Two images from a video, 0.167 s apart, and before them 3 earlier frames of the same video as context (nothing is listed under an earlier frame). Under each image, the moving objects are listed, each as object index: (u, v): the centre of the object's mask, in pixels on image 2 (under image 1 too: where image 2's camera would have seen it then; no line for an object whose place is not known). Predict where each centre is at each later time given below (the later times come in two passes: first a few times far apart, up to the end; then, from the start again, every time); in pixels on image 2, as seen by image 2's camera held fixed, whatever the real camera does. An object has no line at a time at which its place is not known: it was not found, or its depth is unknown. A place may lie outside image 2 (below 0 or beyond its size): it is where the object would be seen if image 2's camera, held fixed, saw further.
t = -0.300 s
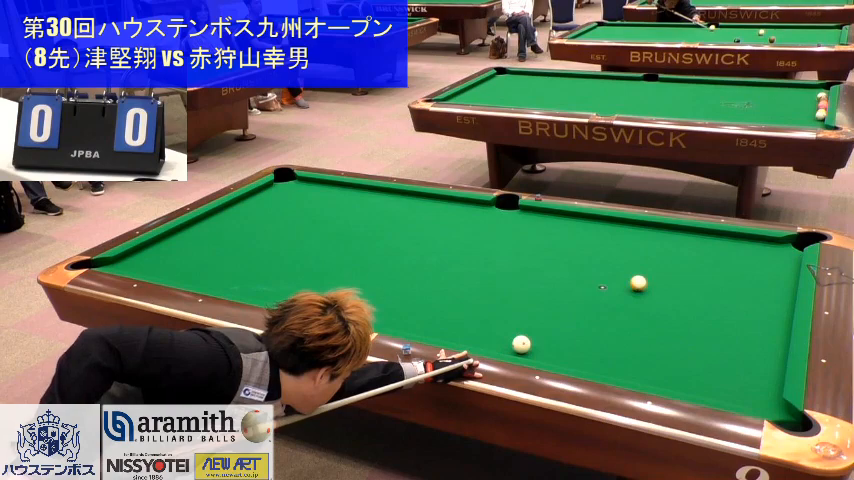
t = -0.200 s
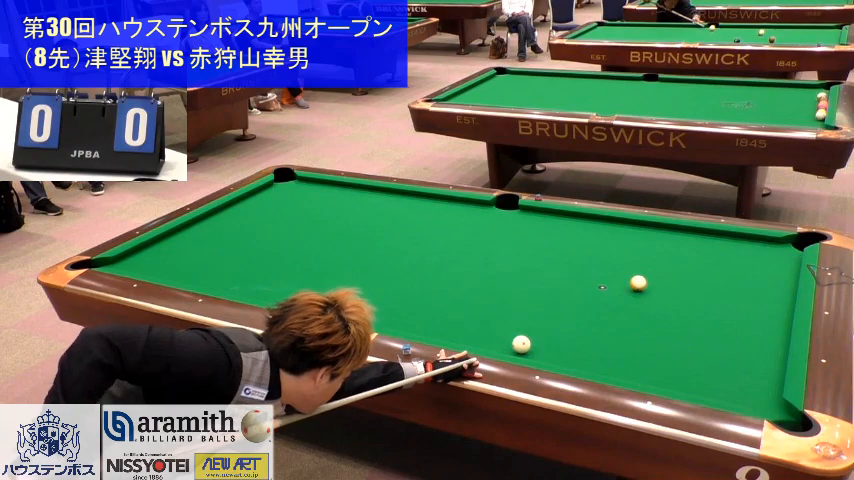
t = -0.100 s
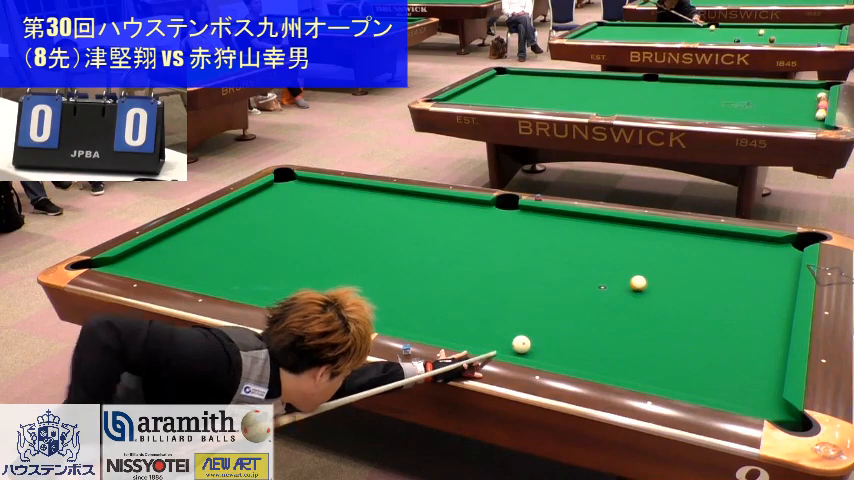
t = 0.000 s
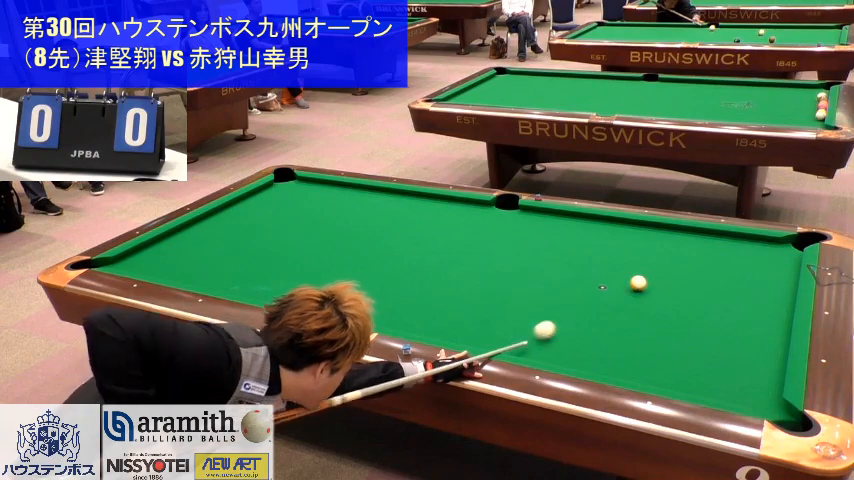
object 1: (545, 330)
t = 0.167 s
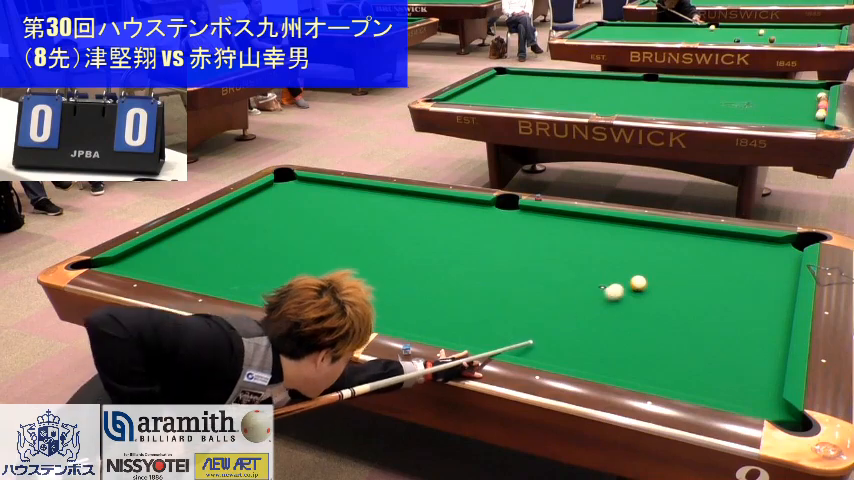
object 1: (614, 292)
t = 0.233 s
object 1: (622, 283)
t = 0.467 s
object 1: (613, 265)
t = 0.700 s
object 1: (607, 249)
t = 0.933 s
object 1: (603, 234)
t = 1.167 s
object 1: (598, 221)
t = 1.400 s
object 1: (587, 221)
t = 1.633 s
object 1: (573, 225)
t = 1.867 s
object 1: (560, 229)
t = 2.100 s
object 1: (548, 233)
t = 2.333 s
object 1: (536, 237)
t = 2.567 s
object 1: (525, 240)
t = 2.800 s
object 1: (514, 243)
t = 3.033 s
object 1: (504, 247)
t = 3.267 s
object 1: (495, 249)
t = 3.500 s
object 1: (487, 252)
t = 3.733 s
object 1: (479, 254)
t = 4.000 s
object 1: (471, 257)
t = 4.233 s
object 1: (466, 259)
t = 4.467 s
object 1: (461, 261)
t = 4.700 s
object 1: (457, 262)
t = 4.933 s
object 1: (454, 263)
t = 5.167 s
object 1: (451, 264)
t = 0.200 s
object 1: (624, 286)
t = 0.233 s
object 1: (622, 283)
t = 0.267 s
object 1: (619, 281)
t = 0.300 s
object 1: (617, 278)
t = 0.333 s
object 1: (616, 275)
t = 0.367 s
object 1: (615, 273)
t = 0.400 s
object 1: (615, 270)
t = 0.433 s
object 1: (614, 267)
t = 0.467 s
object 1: (613, 265)
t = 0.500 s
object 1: (612, 262)
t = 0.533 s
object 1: (611, 260)
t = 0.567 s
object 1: (610, 258)
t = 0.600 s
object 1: (609, 255)
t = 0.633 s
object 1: (609, 253)
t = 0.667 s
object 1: (608, 251)
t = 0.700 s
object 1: (607, 249)
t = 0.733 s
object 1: (607, 246)
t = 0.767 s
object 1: (606, 244)
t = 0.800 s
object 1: (605, 242)
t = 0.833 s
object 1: (605, 240)
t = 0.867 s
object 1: (604, 238)
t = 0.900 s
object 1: (603, 236)
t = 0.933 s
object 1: (603, 234)
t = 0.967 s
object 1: (602, 232)
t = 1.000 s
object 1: (601, 230)
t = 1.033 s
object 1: (601, 228)
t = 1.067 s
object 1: (600, 227)
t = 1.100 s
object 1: (599, 225)
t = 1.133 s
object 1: (599, 223)
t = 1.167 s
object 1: (598, 221)
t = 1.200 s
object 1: (598, 219)
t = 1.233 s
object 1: (597, 218)
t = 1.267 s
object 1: (595, 218)
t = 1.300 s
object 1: (593, 219)
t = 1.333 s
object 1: (591, 220)
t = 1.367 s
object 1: (589, 220)
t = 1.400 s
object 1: (587, 221)
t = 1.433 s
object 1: (585, 222)
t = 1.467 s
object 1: (583, 222)
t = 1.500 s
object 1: (581, 223)
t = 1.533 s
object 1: (579, 223)
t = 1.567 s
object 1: (577, 224)
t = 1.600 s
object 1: (575, 224)
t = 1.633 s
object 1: (573, 225)
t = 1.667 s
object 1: (571, 226)
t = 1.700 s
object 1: (569, 226)
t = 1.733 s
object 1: (567, 227)
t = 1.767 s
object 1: (566, 227)
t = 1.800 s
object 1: (564, 228)
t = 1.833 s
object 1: (562, 229)
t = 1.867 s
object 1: (560, 229)
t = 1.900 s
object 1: (559, 230)
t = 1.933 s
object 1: (557, 230)
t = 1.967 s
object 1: (555, 231)
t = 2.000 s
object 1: (553, 232)
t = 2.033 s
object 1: (551, 232)
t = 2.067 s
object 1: (550, 233)
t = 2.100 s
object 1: (548, 233)
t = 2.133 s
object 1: (546, 234)
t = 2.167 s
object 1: (544, 234)
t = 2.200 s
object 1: (543, 235)
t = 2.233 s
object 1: (541, 235)
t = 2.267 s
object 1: (539, 236)
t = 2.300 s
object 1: (538, 236)
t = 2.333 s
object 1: (536, 237)
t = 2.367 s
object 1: (534, 237)
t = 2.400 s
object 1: (533, 238)
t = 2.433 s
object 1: (531, 238)
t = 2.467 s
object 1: (529, 239)
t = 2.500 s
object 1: (528, 239)
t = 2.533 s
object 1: (526, 240)
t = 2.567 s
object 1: (525, 240)
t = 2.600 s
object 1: (523, 241)
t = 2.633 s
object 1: (521, 241)
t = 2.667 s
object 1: (520, 242)
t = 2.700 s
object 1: (518, 242)
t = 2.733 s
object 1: (517, 242)
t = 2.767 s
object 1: (515, 243)
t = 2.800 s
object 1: (514, 243)
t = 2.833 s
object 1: (513, 244)
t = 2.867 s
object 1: (511, 244)
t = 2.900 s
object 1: (510, 245)
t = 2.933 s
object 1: (508, 245)
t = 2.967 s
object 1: (507, 246)
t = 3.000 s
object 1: (505, 246)
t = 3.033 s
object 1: (504, 247)
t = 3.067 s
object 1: (503, 247)
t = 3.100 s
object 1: (502, 248)
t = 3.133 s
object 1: (500, 248)
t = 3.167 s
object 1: (499, 248)
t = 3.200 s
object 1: (498, 249)
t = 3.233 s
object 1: (496, 249)
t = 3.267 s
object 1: (495, 249)
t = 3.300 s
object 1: (494, 250)
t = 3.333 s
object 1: (493, 250)
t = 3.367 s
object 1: (491, 250)
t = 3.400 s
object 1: (490, 251)
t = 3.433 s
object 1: (489, 251)
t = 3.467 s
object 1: (488, 252)
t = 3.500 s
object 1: (487, 252)
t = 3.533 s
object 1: (486, 253)
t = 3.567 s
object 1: (484, 253)
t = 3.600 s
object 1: (483, 253)
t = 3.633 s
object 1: (482, 253)
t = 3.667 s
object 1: (481, 254)
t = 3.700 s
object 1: (480, 254)
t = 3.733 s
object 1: (479, 254)
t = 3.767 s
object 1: (478, 255)
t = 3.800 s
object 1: (477, 255)
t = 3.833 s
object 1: (476, 255)
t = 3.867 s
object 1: (475, 256)
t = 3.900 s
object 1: (474, 256)
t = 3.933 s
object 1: (473, 256)
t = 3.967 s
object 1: (472, 257)
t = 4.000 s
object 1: (471, 257)
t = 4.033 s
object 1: (471, 257)
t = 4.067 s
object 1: (470, 257)
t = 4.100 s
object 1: (469, 258)
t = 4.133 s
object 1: (468, 258)
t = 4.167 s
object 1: (467, 258)
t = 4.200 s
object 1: (467, 259)
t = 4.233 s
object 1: (466, 259)
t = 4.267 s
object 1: (465, 259)
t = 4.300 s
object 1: (464, 259)
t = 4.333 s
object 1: (464, 260)
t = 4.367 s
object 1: (463, 260)
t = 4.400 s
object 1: (462, 260)
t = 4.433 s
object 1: (461, 260)
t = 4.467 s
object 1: (461, 261)
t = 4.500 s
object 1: (460, 261)
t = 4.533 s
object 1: (460, 261)
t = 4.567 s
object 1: (459, 261)
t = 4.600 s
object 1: (459, 261)
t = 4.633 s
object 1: (458, 262)
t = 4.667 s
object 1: (457, 262)
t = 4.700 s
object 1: (457, 262)
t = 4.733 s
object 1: (456, 262)
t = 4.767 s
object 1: (456, 262)
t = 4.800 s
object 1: (456, 262)
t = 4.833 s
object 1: (455, 263)
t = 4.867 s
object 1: (455, 263)
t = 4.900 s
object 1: (454, 263)
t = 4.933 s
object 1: (454, 263)
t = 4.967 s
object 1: (453, 263)
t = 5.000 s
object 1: (453, 263)
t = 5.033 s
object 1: (453, 263)
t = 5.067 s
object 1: (452, 264)
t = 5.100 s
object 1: (452, 264)
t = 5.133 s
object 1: (452, 264)
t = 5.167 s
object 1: (451, 264)
